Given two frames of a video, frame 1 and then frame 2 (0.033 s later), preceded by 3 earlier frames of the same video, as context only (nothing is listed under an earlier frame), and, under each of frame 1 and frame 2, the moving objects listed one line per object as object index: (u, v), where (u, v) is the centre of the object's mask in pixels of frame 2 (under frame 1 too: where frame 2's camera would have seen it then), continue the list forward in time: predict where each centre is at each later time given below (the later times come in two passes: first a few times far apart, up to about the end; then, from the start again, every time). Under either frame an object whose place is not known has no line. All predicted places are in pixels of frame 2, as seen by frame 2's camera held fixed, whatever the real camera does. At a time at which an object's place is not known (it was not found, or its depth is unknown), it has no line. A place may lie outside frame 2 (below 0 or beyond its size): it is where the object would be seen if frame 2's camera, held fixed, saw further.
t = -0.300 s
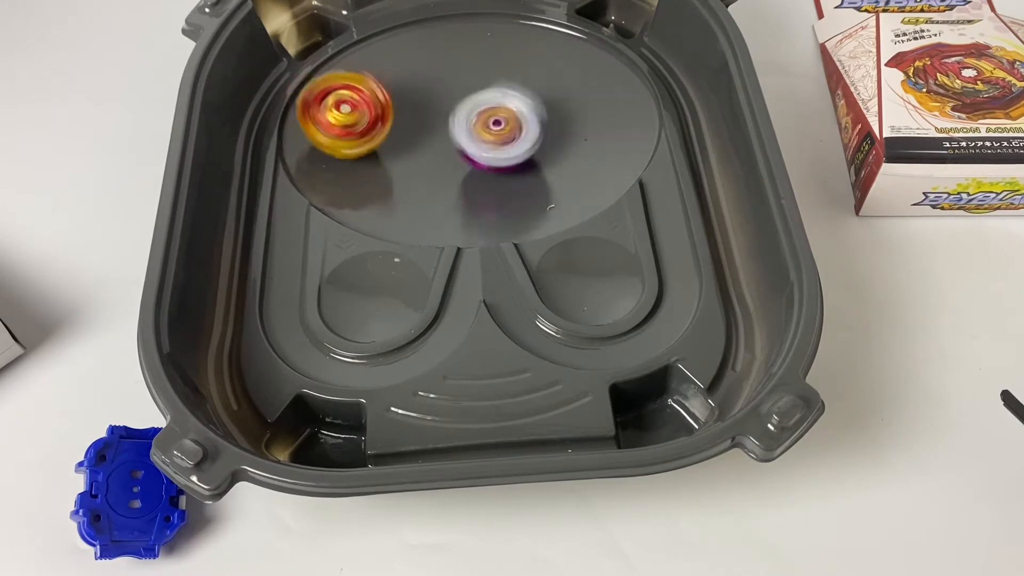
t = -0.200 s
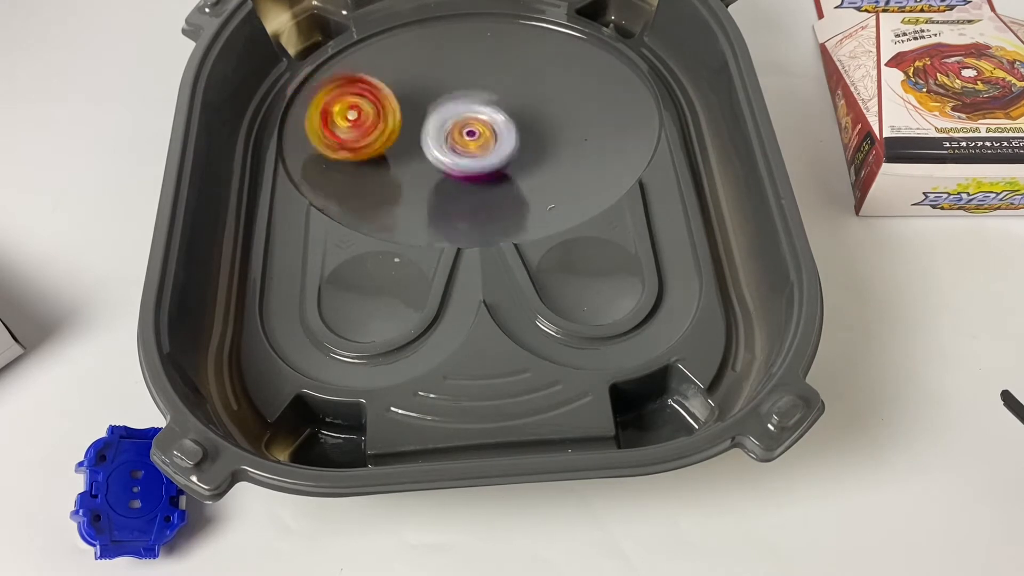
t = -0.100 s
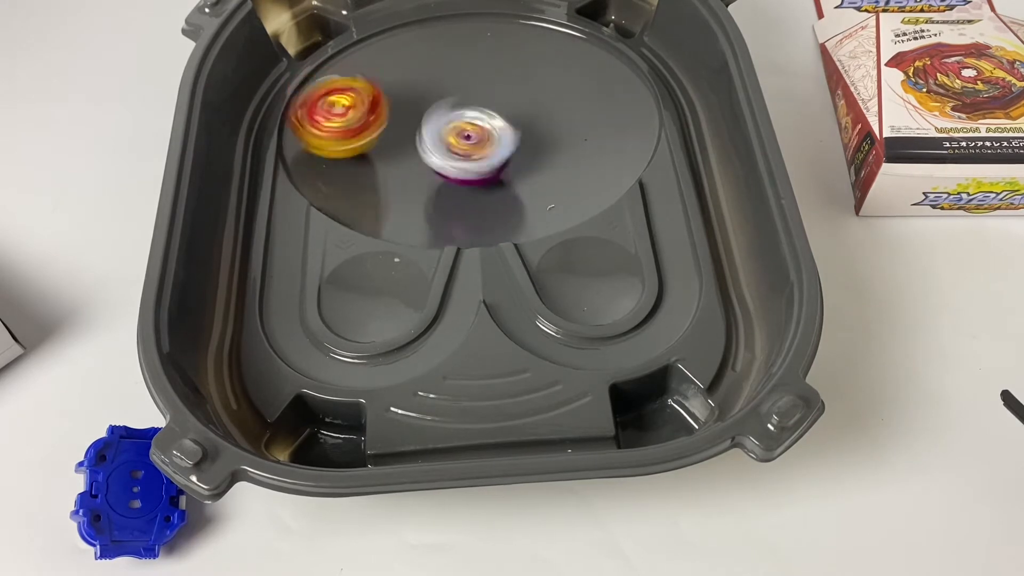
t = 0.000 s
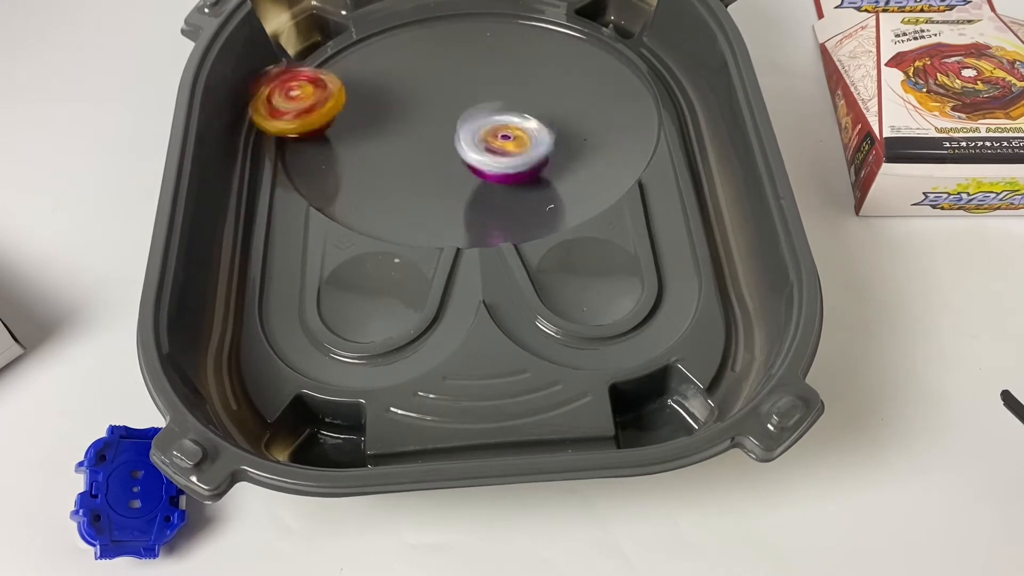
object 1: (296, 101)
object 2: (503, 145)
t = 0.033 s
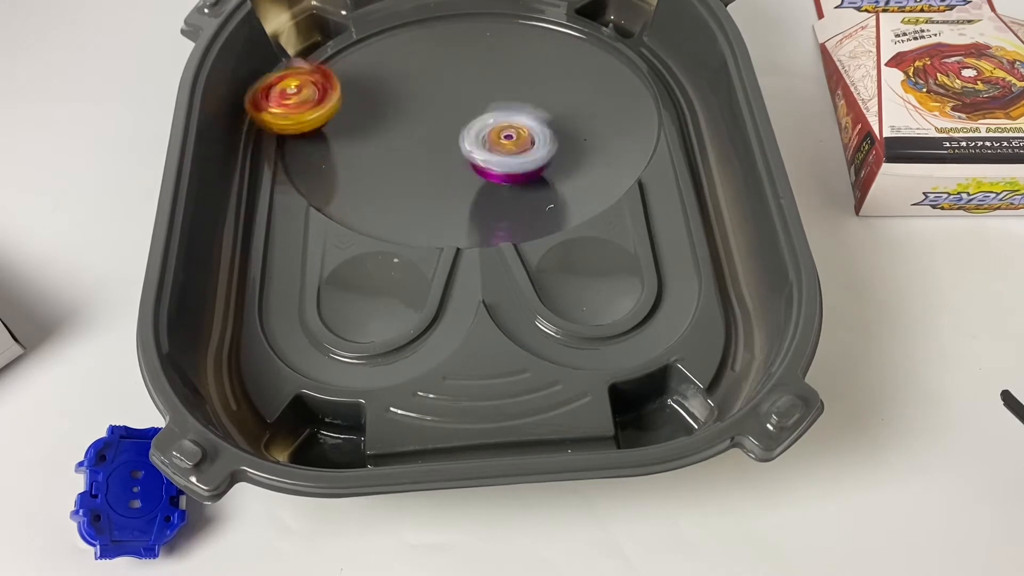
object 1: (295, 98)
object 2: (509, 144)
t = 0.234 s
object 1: (297, 111)
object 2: (521, 151)
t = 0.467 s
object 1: (314, 126)
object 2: (511, 137)
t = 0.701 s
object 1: (335, 140)
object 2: (484, 110)
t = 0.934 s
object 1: (349, 153)
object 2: (458, 82)
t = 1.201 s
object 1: (365, 164)
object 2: (431, 74)
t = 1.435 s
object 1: (385, 170)
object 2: (423, 94)
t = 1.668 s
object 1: (393, 189)
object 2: (437, 99)
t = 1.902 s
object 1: (437, 201)
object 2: (493, 35)
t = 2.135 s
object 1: (474, 154)
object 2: (529, 31)
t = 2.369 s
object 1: (486, 141)
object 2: (536, 63)
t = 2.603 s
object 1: (459, 165)
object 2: (541, 73)
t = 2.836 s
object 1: (451, 158)
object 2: (563, 59)
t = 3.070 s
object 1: (470, 142)
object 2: (551, 81)
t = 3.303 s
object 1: (456, 132)
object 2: (542, 93)
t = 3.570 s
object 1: (455, 136)
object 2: (546, 94)
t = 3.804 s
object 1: (435, 133)
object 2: (544, 95)
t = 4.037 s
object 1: (437, 137)
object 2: (525, 105)
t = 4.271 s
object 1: (426, 134)
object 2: (543, 103)
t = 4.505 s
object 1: (436, 117)
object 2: (538, 100)
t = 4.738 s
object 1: (403, 111)
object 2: (541, 91)
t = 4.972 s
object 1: (434, 121)
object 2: (522, 121)
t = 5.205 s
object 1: (419, 111)
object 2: (572, 139)
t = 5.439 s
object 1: (443, 125)
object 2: (550, 131)
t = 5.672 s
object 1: (404, 123)
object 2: (536, 114)
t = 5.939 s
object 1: (411, 122)
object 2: (491, 127)
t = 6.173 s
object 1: (406, 114)
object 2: (474, 149)
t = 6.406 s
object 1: (410, 116)
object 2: (500, 148)
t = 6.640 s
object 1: (408, 116)
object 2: (503, 119)
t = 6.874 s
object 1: (409, 117)
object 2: (502, 93)
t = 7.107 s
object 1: (409, 117)
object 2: (498, 93)
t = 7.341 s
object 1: (408, 117)
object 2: (496, 95)
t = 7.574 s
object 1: (408, 117)
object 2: (498, 97)
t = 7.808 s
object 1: (409, 117)
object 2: (498, 97)
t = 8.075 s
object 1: (409, 117)
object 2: (497, 97)
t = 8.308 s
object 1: (409, 117)
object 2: (498, 97)
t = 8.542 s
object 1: (409, 117)
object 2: (497, 97)
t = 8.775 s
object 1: (408, 117)
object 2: (498, 97)
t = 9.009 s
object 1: (409, 117)
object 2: (497, 97)
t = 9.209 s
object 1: (409, 117)
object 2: (497, 97)
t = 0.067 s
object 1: (291, 100)
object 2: (510, 146)
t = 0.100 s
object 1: (294, 100)
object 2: (511, 148)
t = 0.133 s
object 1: (295, 105)
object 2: (516, 149)
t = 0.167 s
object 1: (295, 105)
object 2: (516, 151)
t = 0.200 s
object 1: (298, 109)
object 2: (518, 150)
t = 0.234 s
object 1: (297, 111)
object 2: (521, 151)
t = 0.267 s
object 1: (300, 111)
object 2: (518, 151)
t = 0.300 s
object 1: (301, 115)
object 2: (521, 148)
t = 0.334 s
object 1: (302, 116)
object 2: (520, 148)
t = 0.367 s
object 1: (307, 119)
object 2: (517, 146)
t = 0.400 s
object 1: (306, 121)
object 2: (518, 142)
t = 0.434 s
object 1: (311, 123)
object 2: (513, 141)
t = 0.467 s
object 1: (314, 126)
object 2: (511, 137)
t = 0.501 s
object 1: (316, 127)
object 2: (510, 134)
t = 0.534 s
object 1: (321, 129)
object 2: (504, 131)
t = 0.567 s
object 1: (322, 133)
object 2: (502, 126)
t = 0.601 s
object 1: (327, 133)
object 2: (496, 124)
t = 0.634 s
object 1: (329, 136)
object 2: (492, 118)
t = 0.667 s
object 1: (330, 138)
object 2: (491, 113)
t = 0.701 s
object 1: (335, 140)
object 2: (484, 110)
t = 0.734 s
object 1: (335, 142)
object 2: (482, 103)
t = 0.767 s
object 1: (338, 143)
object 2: (477, 100)
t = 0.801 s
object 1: (342, 147)
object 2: (472, 96)
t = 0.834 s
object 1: (342, 148)
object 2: (471, 90)
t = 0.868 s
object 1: (346, 148)
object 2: (464, 88)
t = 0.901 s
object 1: (348, 153)
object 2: (461, 83)
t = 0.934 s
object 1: (349, 153)
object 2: (458, 82)
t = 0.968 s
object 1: (353, 154)
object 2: (452, 78)
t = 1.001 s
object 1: (353, 158)
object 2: (452, 75)
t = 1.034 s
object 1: (356, 156)
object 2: (446, 75)
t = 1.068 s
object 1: (360, 159)
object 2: (444, 72)
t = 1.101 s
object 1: (359, 162)
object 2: (441, 74)
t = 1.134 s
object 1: (363, 160)
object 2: (436, 72)
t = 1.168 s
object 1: (365, 164)
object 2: (437, 72)
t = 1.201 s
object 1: (365, 164)
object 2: (431, 74)
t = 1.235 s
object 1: (370, 163)
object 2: (431, 75)
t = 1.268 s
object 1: (371, 167)
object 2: (428, 79)
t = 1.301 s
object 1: (371, 166)
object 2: (425, 79)
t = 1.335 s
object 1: (377, 166)
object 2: (427, 83)
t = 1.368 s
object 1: (378, 169)
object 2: (423, 86)
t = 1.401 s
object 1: (379, 168)
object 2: (426, 89)
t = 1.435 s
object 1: (385, 170)
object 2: (423, 94)
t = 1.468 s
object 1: (385, 171)
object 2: (424, 95)
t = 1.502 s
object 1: (388, 170)
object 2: (426, 101)
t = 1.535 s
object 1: (393, 173)
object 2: (425, 102)
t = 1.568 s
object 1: (392, 175)
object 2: (429, 105)
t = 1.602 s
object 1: (394, 173)
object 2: (427, 106)
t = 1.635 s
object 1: (399, 175)
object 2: (434, 108)
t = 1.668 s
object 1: (393, 189)
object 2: (437, 99)
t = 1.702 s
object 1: (392, 204)
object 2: (447, 81)
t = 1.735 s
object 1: (391, 216)
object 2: (457, 65)
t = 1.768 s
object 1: (396, 214)
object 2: (463, 56)
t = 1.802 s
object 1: (407, 212)
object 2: (471, 49)
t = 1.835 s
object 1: (418, 211)
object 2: (481, 42)
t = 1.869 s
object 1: (429, 208)
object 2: (487, 38)
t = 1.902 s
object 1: (437, 201)
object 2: (493, 35)
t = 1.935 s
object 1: (446, 195)
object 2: (502, 33)
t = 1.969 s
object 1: (454, 185)
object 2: (507, 32)
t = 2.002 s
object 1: (462, 177)
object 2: (510, 29)
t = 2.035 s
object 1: (467, 170)
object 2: (517, 30)
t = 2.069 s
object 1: (470, 165)
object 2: (521, 31)
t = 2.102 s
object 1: (473, 160)
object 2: (523, 29)
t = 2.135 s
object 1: (474, 154)
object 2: (529, 31)
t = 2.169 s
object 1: (477, 148)
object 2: (531, 34)
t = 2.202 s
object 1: (481, 146)
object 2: (532, 35)
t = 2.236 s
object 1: (485, 144)
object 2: (535, 39)
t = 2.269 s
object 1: (486, 144)
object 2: (536, 43)
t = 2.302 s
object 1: (486, 144)
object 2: (534, 48)
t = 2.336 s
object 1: (486, 143)
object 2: (535, 56)
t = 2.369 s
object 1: (486, 141)
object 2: (536, 63)
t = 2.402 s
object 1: (490, 139)
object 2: (532, 69)
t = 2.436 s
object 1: (491, 141)
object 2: (532, 75)
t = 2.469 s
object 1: (488, 149)
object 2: (533, 77)
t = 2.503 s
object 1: (482, 153)
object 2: (529, 81)
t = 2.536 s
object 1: (478, 152)
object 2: (526, 85)
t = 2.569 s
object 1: (469, 156)
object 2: (533, 81)
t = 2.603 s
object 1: (459, 165)
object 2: (541, 73)
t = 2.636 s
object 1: (452, 167)
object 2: (546, 67)
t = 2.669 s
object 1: (447, 167)
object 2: (552, 61)
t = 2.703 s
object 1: (445, 165)
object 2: (557, 58)
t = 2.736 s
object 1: (445, 164)
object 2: (559, 58)
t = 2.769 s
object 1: (448, 161)
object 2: (560, 58)
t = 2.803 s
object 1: (450, 160)
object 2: (562, 59)
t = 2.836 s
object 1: (451, 158)
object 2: (563, 59)
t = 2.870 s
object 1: (451, 156)
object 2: (566, 60)
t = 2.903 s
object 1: (453, 154)
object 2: (566, 61)
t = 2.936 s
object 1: (455, 153)
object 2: (563, 63)
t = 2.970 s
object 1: (458, 152)
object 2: (560, 69)
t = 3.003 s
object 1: (460, 148)
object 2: (556, 71)
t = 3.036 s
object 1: (465, 146)
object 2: (553, 76)
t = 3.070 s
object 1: (470, 142)
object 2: (551, 81)
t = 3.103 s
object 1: (474, 141)
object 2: (550, 86)
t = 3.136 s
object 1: (471, 140)
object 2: (549, 87)
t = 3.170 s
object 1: (461, 140)
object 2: (548, 85)
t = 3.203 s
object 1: (454, 141)
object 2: (546, 87)
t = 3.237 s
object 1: (450, 139)
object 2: (543, 88)
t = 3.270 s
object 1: (451, 135)
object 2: (542, 91)
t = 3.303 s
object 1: (456, 132)
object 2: (542, 93)
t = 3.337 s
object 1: (458, 132)
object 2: (540, 95)
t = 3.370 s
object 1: (453, 135)
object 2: (544, 95)
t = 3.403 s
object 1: (449, 138)
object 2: (547, 94)
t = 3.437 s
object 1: (448, 137)
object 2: (548, 94)
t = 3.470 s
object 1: (449, 137)
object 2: (549, 93)
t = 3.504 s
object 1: (452, 135)
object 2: (550, 94)
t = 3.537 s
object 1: (454, 135)
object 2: (549, 94)
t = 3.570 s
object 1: (455, 136)
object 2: (546, 94)
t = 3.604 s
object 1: (455, 136)
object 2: (542, 95)
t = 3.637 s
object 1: (457, 137)
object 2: (539, 96)
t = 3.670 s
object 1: (454, 139)
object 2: (540, 98)
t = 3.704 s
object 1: (443, 139)
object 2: (546, 95)
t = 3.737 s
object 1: (437, 139)
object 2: (547, 93)
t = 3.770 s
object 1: (433, 137)
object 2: (545, 93)
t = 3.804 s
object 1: (435, 133)
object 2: (544, 95)
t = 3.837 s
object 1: (438, 131)
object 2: (542, 96)
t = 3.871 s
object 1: (441, 132)
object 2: (541, 97)
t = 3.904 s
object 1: (441, 134)
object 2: (538, 97)
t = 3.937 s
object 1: (441, 136)
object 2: (535, 100)
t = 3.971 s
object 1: (439, 139)
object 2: (531, 101)
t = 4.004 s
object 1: (438, 138)
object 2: (527, 104)
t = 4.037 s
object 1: (437, 137)
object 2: (525, 105)
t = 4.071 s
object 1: (434, 135)
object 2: (524, 106)
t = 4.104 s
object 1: (431, 134)
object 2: (524, 102)
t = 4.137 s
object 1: (431, 135)
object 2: (523, 105)
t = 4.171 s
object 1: (427, 136)
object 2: (529, 105)
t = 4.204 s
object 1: (423, 135)
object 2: (535, 104)
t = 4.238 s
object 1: (422, 134)
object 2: (540, 103)
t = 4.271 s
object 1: (426, 134)
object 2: (543, 103)
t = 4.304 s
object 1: (424, 130)
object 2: (546, 101)
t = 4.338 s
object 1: (424, 127)
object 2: (546, 101)
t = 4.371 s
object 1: (424, 124)
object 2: (547, 100)
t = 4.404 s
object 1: (428, 125)
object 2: (546, 100)
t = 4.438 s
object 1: (433, 124)
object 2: (544, 99)
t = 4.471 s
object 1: (434, 119)
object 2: (541, 99)
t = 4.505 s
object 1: (436, 117)
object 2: (538, 100)
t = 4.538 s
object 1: (442, 118)
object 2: (533, 100)
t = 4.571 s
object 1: (444, 114)
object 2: (530, 101)
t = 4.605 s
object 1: (432, 113)
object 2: (536, 101)
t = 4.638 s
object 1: (419, 113)
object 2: (543, 91)
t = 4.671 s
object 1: (413, 113)
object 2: (549, 91)
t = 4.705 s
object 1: (406, 110)
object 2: (546, 89)
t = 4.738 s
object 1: (403, 111)
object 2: (541, 91)
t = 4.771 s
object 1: (408, 109)
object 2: (535, 93)
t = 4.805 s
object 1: (410, 107)
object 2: (535, 97)
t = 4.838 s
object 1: (418, 109)
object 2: (536, 101)
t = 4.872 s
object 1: (428, 109)
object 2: (533, 106)
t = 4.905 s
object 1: (431, 112)
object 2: (527, 110)
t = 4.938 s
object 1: (434, 120)
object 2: (524, 113)
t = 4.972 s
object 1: (434, 121)
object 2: (522, 121)
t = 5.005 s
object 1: (422, 122)
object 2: (536, 129)
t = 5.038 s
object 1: (411, 121)
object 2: (542, 132)
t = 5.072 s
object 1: (405, 116)
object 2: (551, 135)
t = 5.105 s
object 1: (402, 115)
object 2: (560, 139)
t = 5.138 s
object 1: (409, 110)
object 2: (561, 141)
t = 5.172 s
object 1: (410, 112)
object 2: (567, 140)
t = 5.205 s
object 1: (419, 111)
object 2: (572, 139)
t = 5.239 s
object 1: (422, 110)
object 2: (569, 140)
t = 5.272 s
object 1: (434, 113)
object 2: (568, 138)
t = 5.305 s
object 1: (437, 115)
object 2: (569, 138)
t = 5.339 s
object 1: (441, 118)
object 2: (565, 138)
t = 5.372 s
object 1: (441, 122)
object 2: (563, 135)
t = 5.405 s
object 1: (442, 124)
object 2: (559, 133)
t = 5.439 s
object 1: (443, 125)
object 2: (550, 131)
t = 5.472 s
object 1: (446, 125)
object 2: (541, 126)
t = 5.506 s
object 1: (447, 124)
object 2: (537, 125)
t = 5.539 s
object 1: (434, 123)
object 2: (541, 122)
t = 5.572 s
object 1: (422, 121)
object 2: (550, 117)
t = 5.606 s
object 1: (410, 124)
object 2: (548, 115)
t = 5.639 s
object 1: (404, 123)
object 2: (546, 112)
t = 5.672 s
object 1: (404, 123)
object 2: (536, 114)
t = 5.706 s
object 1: (402, 124)
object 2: (533, 113)
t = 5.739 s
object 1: (398, 123)
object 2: (528, 114)
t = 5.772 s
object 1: (399, 122)
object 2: (527, 112)
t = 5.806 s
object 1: (403, 122)
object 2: (520, 113)
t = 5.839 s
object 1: (406, 123)
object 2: (513, 111)
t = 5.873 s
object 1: (409, 123)
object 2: (503, 117)
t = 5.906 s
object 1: (409, 123)
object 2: (495, 119)
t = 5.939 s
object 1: (411, 122)
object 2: (491, 127)
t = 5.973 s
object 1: (411, 122)
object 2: (488, 128)
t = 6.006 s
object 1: (411, 121)
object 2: (487, 131)
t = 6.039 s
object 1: (408, 120)
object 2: (479, 133)
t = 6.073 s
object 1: (407, 118)
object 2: (478, 137)
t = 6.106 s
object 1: (405, 116)
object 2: (471, 141)
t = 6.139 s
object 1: (406, 114)
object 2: (474, 146)
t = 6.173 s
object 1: (406, 114)
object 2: (474, 149)
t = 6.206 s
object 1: (408, 116)
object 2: (479, 153)
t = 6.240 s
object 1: (409, 116)
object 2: (479, 154)
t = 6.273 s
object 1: (408, 116)
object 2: (487, 157)
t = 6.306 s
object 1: (409, 116)
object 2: (492, 155)
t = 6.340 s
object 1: (410, 116)
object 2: (495, 153)
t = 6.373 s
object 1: (410, 116)
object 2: (500, 151)
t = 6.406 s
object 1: (410, 116)
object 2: (500, 148)
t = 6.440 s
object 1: (410, 116)
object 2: (503, 144)
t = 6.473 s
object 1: (410, 116)
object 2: (505, 139)
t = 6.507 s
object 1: (410, 116)
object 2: (503, 135)
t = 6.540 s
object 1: (410, 116)
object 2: (505, 131)
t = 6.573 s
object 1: (410, 116)
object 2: (503, 127)
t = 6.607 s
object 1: (410, 116)
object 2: (499, 125)
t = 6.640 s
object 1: (408, 116)
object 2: (503, 119)
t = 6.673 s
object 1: (409, 117)
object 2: (505, 114)
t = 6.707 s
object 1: (409, 116)
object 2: (502, 112)
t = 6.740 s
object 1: (409, 116)
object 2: (501, 107)
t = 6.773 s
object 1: (409, 116)
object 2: (503, 104)
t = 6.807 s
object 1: (408, 117)
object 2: (504, 99)
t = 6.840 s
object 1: (409, 117)
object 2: (504, 95)
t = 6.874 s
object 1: (409, 117)
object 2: (502, 93)
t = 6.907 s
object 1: (409, 117)
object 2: (503, 90)
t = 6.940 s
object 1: (409, 117)
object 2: (504, 89)
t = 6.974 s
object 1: (409, 117)
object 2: (503, 89)
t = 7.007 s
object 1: (409, 117)
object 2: (502, 88)
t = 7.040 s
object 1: (409, 117)
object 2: (500, 89)
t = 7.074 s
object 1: (409, 117)
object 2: (499, 91)
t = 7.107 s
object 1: (409, 117)
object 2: (498, 93)
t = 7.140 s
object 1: (409, 117)
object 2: (499, 95)
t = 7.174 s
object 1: (409, 117)
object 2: (498, 97)
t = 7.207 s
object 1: (408, 117)
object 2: (497, 96)
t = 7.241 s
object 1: (409, 117)
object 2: (497, 96)
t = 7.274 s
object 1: (409, 117)
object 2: (496, 96)
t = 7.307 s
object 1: (408, 117)
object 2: (496, 95)
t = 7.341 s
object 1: (408, 117)
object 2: (496, 95)
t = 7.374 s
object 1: (408, 117)
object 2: (496, 96)
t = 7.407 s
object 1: (408, 117)
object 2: (497, 96)
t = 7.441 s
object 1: (409, 117)
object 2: (497, 96)
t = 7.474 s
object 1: (408, 117)
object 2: (498, 97)
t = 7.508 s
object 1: (409, 117)
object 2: (498, 97)
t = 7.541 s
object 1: (409, 117)
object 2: (498, 97)
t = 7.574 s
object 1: (408, 117)
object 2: (498, 97)
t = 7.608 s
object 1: (408, 117)
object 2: (497, 97)
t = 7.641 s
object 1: (408, 117)
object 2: (497, 96)
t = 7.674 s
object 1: (408, 117)
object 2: (497, 96)
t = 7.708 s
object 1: (409, 117)
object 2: (497, 96)
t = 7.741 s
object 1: (408, 117)
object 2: (497, 96)
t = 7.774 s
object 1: (409, 117)
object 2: (497, 97)
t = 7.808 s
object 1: (409, 117)
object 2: (498, 97)
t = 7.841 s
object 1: (408, 117)
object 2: (498, 97)
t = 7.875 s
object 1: (409, 117)
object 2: (498, 97)
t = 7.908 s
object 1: (409, 117)
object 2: (498, 97)
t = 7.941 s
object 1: (408, 117)
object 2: (498, 97)
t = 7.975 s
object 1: (409, 117)
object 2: (497, 97)
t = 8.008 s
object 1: (409, 117)
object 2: (497, 97)
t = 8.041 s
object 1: (409, 117)
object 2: (497, 97)
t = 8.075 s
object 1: (409, 117)
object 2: (497, 97)
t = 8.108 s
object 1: (409, 117)
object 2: (497, 97)
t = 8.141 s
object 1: (409, 117)
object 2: (497, 97)
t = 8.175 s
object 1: (409, 117)
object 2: (497, 97)
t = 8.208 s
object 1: (409, 117)
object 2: (498, 97)
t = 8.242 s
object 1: (409, 117)
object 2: (498, 97)
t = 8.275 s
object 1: (409, 117)
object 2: (498, 98)
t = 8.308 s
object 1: (409, 117)
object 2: (498, 97)
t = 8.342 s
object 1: (409, 117)
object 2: (498, 97)
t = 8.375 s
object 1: (408, 117)
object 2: (498, 97)
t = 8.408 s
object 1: (408, 117)
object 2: (498, 97)
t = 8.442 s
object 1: (408, 117)
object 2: (498, 97)
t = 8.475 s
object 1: (408, 117)
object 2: (497, 97)
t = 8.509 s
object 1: (408, 117)
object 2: (497, 97)
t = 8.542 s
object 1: (409, 117)
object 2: (497, 97)
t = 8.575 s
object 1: (409, 117)
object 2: (497, 97)
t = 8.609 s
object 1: (408, 117)
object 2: (497, 97)
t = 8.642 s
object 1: (409, 117)
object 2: (497, 97)
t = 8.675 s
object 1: (409, 117)
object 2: (497, 97)
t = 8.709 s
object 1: (408, 117)
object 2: (497, 97)
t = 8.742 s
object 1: (408, 117)
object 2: (497, 97)
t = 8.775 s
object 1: (408, 117)
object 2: (498, 97)
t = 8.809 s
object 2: (498, 97)
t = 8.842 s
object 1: (408, 117)
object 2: (498, 97)
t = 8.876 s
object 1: (408, 117)
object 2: (497, 97)
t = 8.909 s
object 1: (408, 117)
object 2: (498, 97)
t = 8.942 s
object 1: (408, 117)
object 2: (497, 97)
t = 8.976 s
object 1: (409, 117)
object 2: (497, 97)
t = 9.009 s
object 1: (409, 117)
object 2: (497, 97)
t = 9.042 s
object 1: (409, 117)
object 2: (497, 97)
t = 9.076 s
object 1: (408, 117)
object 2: (497, 97)
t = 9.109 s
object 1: (409, 117)
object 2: (497, 97)
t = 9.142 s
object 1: (409, 117)
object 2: (497, 97)
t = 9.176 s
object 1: (409, 117)
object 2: (497, 97)
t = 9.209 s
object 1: (409, 117)
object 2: (497, 97)
